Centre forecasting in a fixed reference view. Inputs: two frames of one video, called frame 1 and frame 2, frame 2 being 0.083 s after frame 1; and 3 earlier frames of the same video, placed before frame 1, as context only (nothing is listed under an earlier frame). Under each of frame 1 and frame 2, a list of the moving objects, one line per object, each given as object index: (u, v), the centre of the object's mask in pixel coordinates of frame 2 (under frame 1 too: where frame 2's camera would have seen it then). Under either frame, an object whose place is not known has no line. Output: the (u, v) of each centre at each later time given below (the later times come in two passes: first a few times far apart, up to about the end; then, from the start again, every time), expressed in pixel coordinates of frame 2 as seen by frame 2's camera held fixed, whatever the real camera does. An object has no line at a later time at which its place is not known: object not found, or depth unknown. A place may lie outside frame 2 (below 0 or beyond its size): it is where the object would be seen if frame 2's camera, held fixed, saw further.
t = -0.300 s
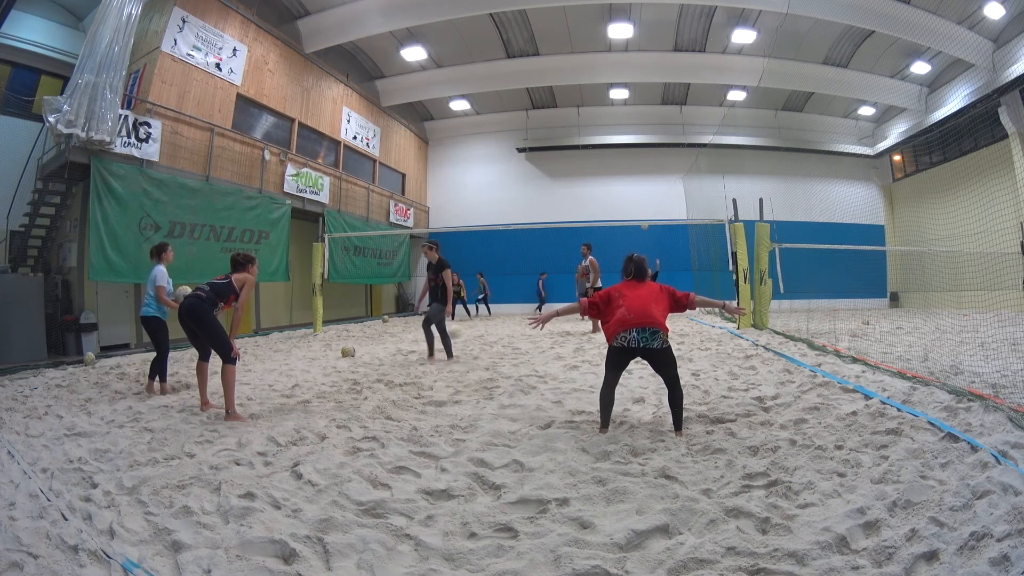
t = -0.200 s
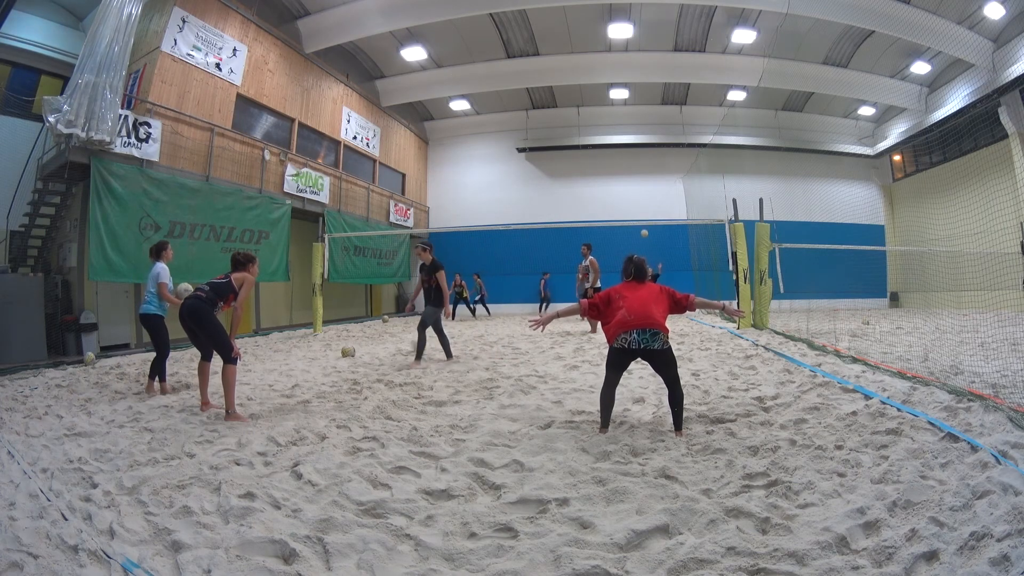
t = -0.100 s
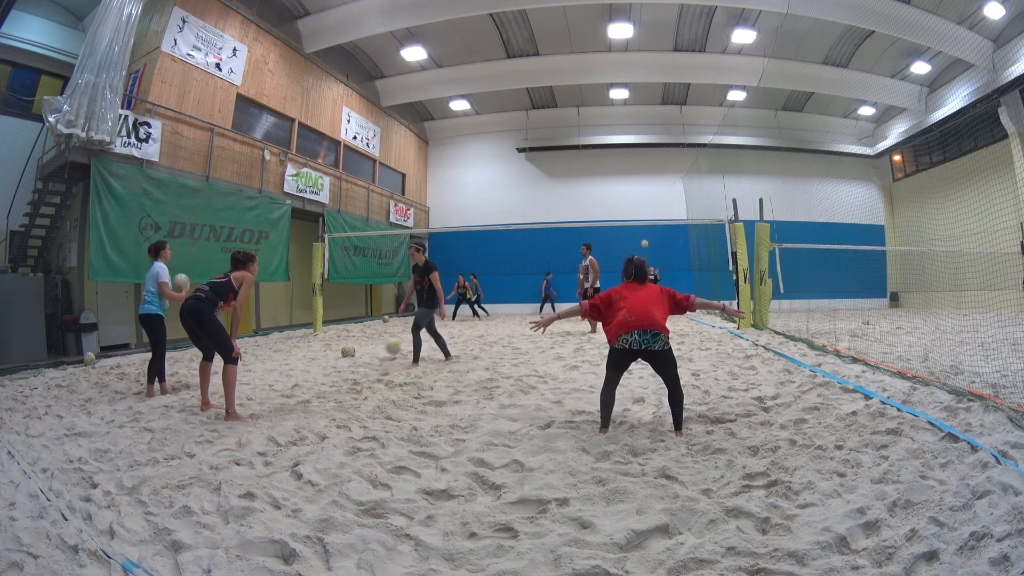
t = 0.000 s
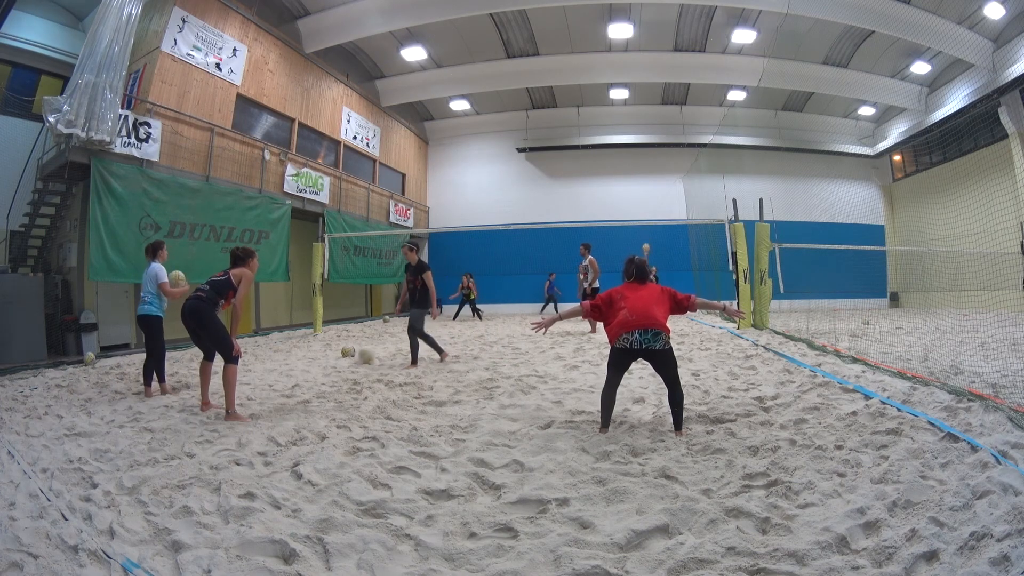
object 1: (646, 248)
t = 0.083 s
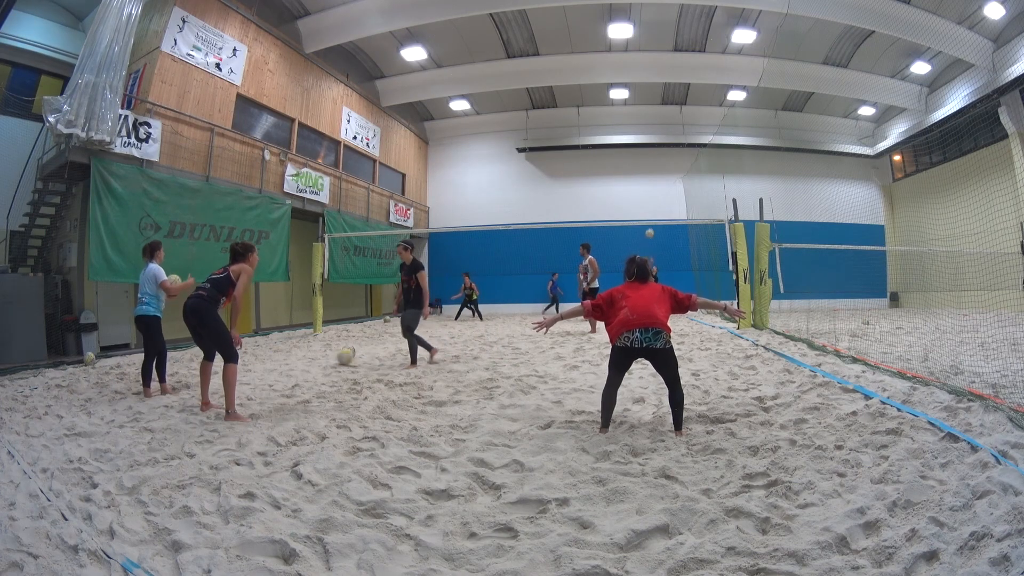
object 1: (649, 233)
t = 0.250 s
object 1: (660, 207)
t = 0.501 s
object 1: (685, 178)
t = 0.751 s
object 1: (735, 180)
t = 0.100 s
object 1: (650, 230)
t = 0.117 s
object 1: (652, 228)
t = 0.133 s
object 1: (653, 226)
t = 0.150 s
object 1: (653, 222)
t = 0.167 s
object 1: (654, 219)
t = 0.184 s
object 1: (655, 217)
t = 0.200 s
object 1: (656, 215)
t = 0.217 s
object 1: (657, 212)
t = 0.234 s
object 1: (659, 210)
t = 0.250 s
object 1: (660, 207)
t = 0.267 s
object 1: (661, 205)
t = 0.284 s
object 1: (662, 203)
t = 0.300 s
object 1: (663, 200)
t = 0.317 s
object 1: (665, 198)
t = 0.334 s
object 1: (666, 196)
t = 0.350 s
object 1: (668, 194)
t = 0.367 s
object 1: (669, 192)
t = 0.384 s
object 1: (671, 190)
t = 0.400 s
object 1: (673, 188)
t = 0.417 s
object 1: (674, 186)
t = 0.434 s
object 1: (676, 184)
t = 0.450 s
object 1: (678, 183)
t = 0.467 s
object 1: (680, 181)
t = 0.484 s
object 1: (682, 179)
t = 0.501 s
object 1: (685, 178)
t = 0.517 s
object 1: (687, 177)
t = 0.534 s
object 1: (690, 176)
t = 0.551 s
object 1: (693, 175)
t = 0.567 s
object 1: (695, 173)
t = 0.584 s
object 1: (698, 173)
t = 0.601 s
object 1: (701, 173)
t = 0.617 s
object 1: (704, 173)
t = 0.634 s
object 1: (707, 173)
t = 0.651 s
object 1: (711, 173)
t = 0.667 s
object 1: (715, 174)
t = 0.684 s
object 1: (718, 174)
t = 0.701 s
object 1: (722, 175)
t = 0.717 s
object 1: (726, 176)
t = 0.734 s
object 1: (731, 178)
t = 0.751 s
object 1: (735, 180)
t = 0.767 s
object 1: (741, 182)
